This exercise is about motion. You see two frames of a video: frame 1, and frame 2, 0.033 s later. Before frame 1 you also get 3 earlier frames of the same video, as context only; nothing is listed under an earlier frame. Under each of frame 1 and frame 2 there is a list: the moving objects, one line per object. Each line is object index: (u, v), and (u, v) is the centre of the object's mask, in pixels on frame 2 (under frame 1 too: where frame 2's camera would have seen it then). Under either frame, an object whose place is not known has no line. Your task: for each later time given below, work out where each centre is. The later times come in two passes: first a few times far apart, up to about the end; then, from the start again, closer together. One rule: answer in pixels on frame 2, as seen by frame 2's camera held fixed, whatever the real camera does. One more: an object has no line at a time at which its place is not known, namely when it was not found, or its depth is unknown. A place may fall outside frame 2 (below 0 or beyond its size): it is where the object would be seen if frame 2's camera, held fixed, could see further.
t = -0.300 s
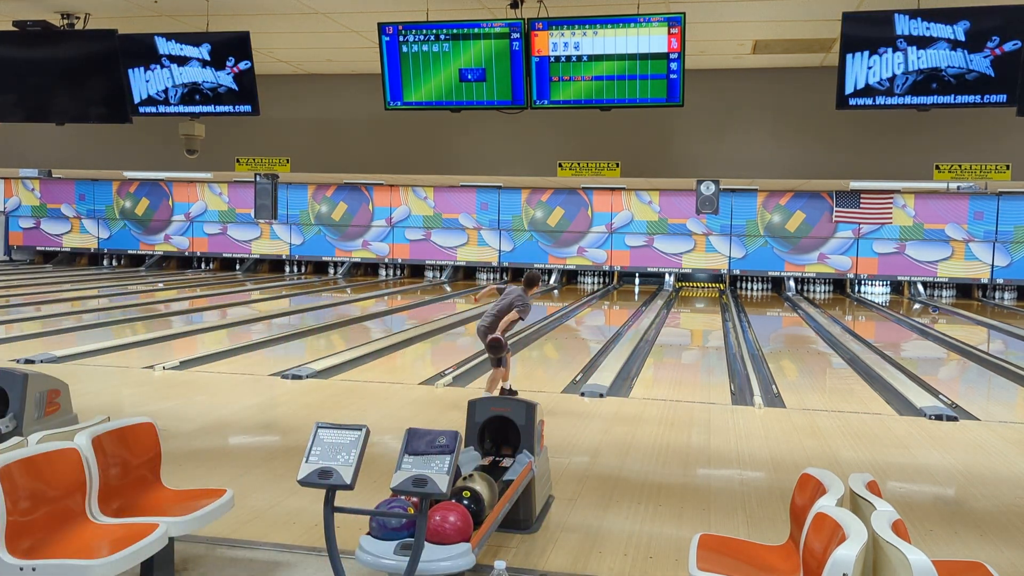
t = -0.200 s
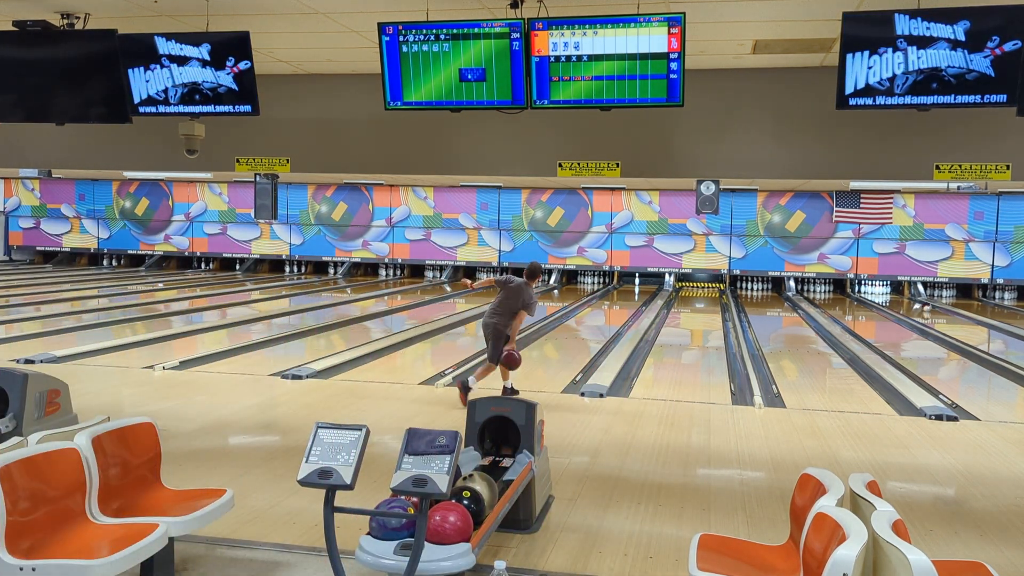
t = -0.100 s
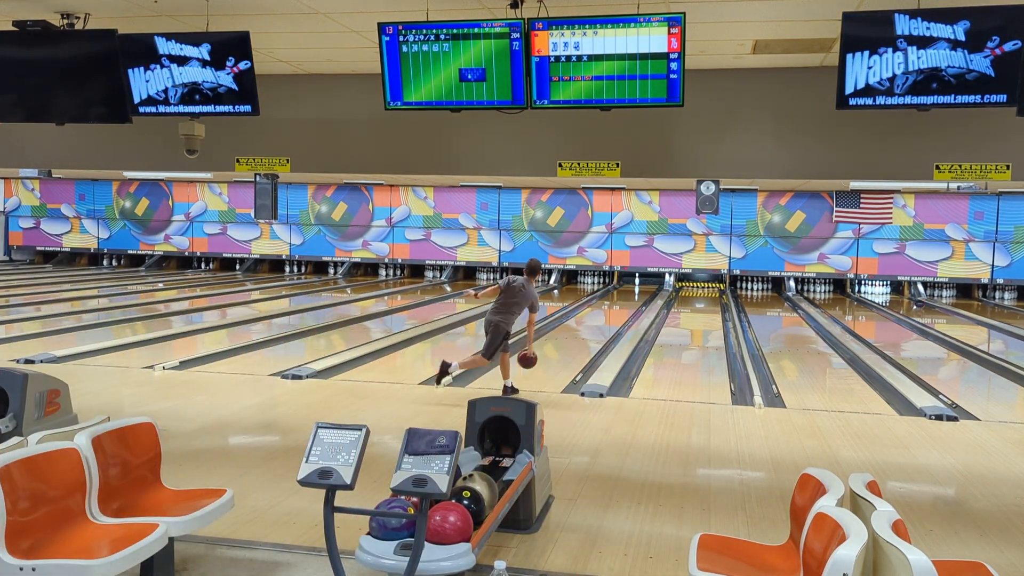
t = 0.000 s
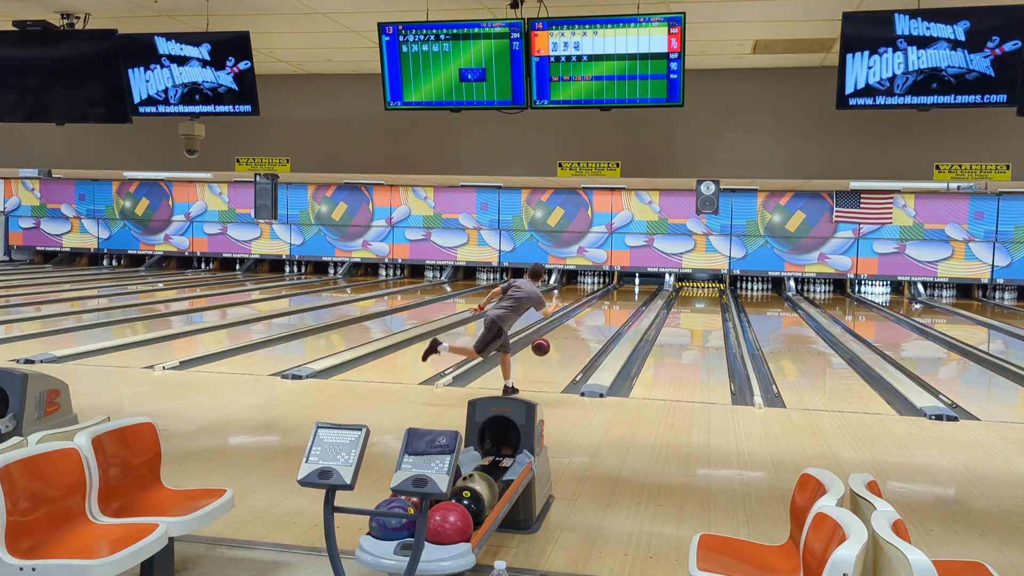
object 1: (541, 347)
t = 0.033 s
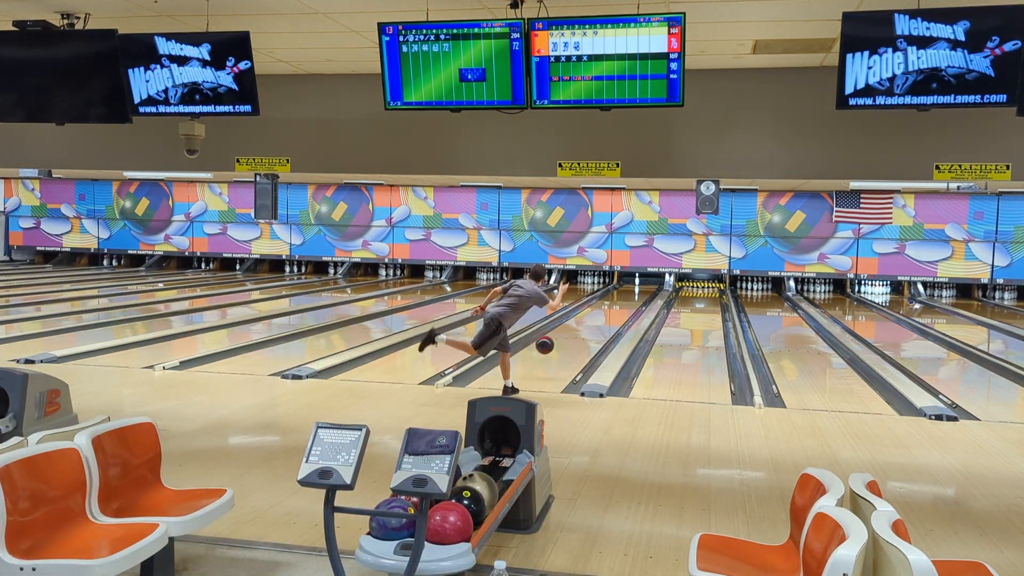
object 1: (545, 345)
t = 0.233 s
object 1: (565, 352)
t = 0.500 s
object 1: (587, 340)
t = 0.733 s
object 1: (601, 329)
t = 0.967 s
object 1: (613, 320)
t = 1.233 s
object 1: (622, 312)
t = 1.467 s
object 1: (629, 306)
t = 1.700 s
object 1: (633, 301)
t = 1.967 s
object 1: (637, 296)
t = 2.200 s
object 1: (638, 294)
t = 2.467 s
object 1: (639, 290)
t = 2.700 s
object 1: (639, 289)
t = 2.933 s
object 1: (640, 285)
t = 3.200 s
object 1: (640, 282)
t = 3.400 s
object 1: (645, 281)
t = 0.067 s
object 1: (549, 344)
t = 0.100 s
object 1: (552, 344)
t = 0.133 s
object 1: (556, 345)
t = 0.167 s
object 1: (559, 346)
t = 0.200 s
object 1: (562, 349)
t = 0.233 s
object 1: (565, 352)
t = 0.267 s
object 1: (568, 353)
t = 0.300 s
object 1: (571, 351)
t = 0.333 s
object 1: (574, 349)
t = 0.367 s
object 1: (577, 347)
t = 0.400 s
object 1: (579, 345)
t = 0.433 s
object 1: (582, 343)
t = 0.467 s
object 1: (584, 341)
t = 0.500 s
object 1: (587, 340)
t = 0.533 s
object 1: (589, 338)
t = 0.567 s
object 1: (591, 336)
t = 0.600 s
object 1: (594, 335)
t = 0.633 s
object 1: (596, 333)
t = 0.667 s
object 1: (597, 332)
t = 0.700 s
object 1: (599, 331)
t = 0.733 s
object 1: (601, 329)
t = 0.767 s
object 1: (603, 327)
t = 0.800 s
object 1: (605, 326)
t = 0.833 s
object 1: (607, 325)
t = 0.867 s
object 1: (608, 324)
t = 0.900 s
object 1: (610, 323)
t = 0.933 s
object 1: (611, 322)
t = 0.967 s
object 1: (613, 320)
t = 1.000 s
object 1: (614, 319)
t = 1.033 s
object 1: (615, 318)
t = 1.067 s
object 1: (617, 317)
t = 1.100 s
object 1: (618, 316)
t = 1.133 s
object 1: (619, 315)
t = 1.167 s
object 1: (620, 314)
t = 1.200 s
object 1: (621, 313)
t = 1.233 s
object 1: (622, 312)
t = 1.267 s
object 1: (623, 311)
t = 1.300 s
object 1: (624, 311)
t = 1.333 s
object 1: (625, 310)
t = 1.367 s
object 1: (626, 309)
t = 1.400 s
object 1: (627, 308)
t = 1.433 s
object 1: (628, 307)
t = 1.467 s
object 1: (629, 306)
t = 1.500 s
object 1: (629, 306)
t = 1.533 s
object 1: (630, 305)
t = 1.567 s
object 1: (631, 304)
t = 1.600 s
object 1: (631, 303)
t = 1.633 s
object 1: (632, 303)
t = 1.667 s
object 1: (633, 302)
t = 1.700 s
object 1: (633, 301)
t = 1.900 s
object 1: (636, 298)
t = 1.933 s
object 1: (636, 297)
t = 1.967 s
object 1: (637, 296)
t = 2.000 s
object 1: (637, 296)
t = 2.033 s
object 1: (637, 296)
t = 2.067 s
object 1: (638, 295)
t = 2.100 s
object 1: (638, 295)
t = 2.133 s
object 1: (638, 294)
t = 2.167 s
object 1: (638, 294)
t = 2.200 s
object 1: (638, 294)
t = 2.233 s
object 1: (638, 293)
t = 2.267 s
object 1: (639, 293)
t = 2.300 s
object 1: (639, 292)
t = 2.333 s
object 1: (639, 292)
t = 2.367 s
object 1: (639, 292)
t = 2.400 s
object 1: (639, 291)
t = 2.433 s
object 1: (639, 291)
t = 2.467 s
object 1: (639, 290)
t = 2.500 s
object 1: (639, 290)
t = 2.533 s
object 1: (639, 290)
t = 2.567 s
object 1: (639, 290)
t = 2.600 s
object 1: (639, 289)
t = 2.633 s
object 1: (639, 289)
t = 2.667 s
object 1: (639, 289)
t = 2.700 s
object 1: (639, 289)
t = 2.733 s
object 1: (639, 289)
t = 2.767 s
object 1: (639, 289)
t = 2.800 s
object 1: (640, 287)
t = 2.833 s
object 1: (639, 287)
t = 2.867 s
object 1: (639, 286)
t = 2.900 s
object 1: (639, 286)
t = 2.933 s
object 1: (640, 285)
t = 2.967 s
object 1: (640, 285)
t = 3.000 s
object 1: (640, 285)
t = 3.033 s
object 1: (640, 285)
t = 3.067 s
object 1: (639, 285)
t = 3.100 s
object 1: (639, 284)
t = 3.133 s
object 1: (640, 283)
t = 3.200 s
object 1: (640, 282)
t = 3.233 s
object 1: (642, 281)
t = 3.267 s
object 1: (643, 282)
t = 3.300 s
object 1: (643, 281)
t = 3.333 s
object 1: (644, 281)
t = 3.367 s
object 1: (644, 281)
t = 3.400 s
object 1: (645, 281)
